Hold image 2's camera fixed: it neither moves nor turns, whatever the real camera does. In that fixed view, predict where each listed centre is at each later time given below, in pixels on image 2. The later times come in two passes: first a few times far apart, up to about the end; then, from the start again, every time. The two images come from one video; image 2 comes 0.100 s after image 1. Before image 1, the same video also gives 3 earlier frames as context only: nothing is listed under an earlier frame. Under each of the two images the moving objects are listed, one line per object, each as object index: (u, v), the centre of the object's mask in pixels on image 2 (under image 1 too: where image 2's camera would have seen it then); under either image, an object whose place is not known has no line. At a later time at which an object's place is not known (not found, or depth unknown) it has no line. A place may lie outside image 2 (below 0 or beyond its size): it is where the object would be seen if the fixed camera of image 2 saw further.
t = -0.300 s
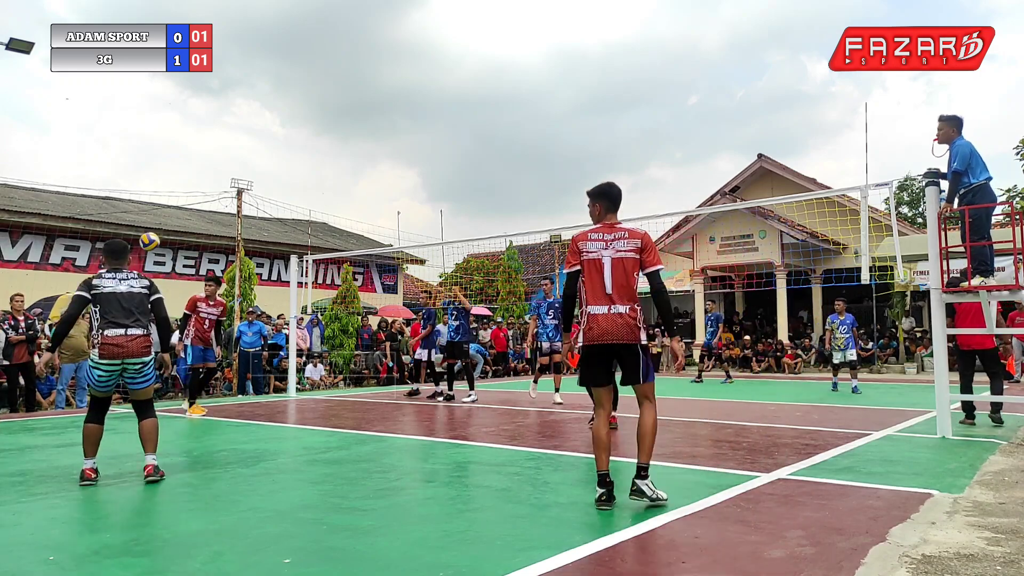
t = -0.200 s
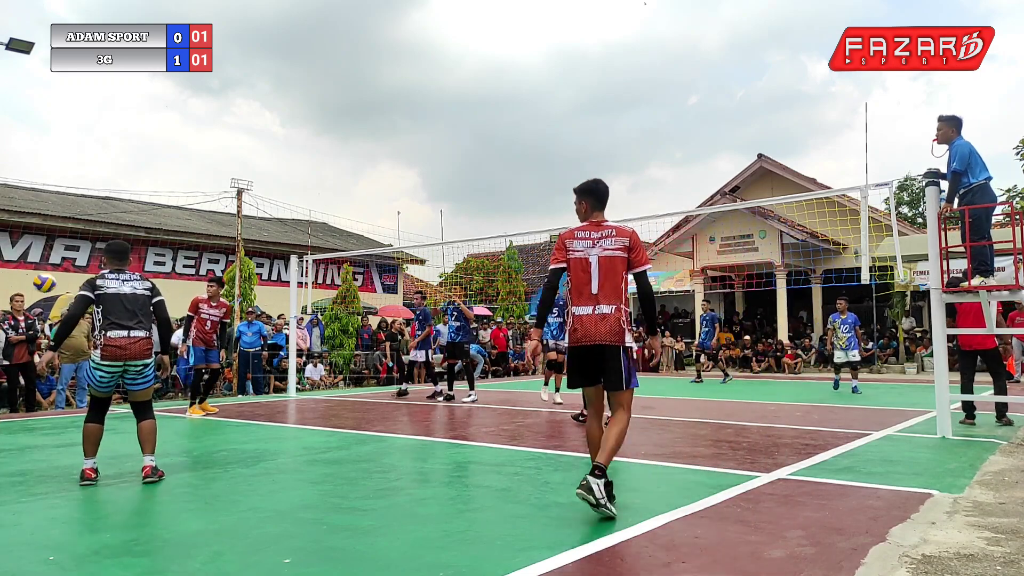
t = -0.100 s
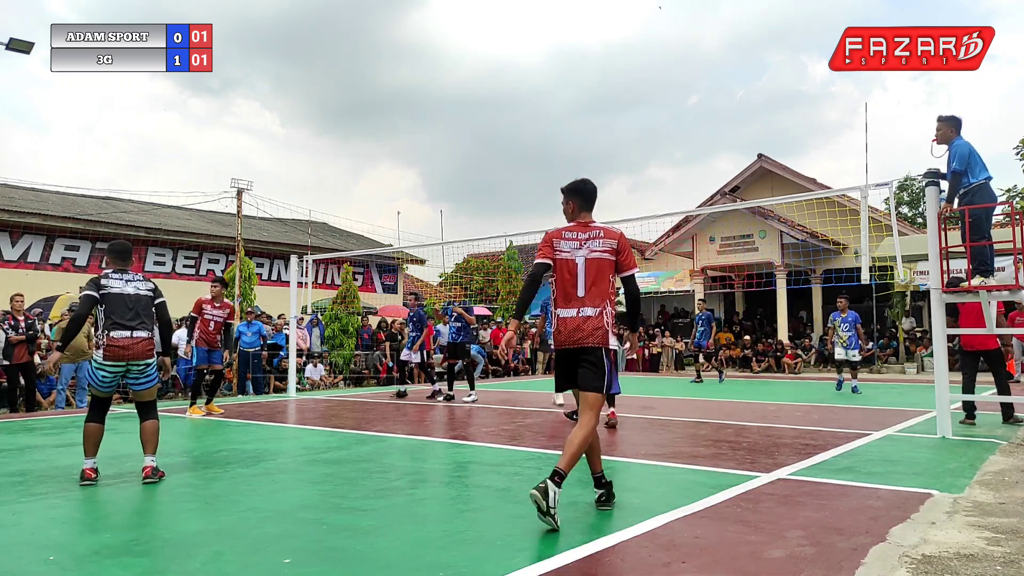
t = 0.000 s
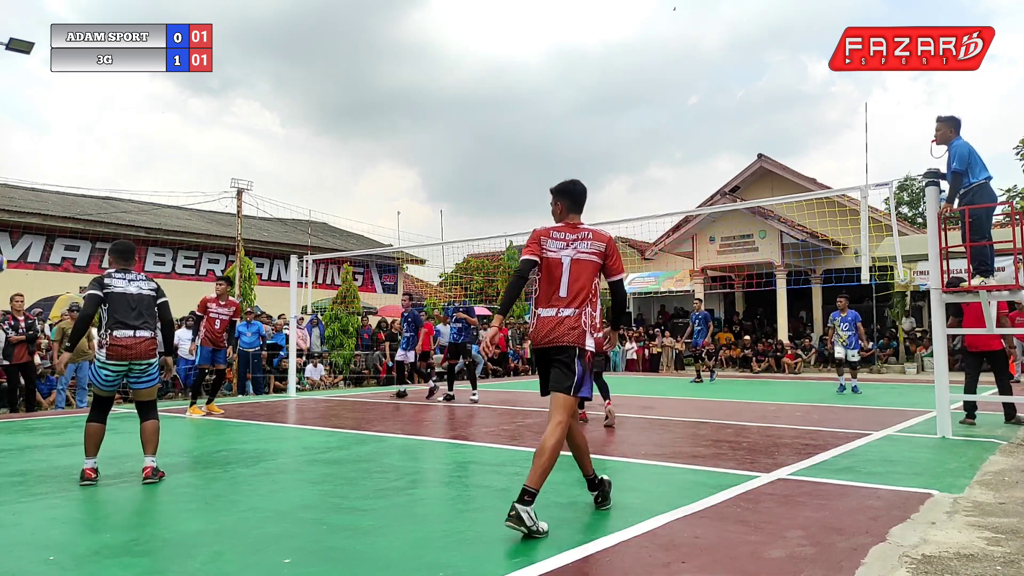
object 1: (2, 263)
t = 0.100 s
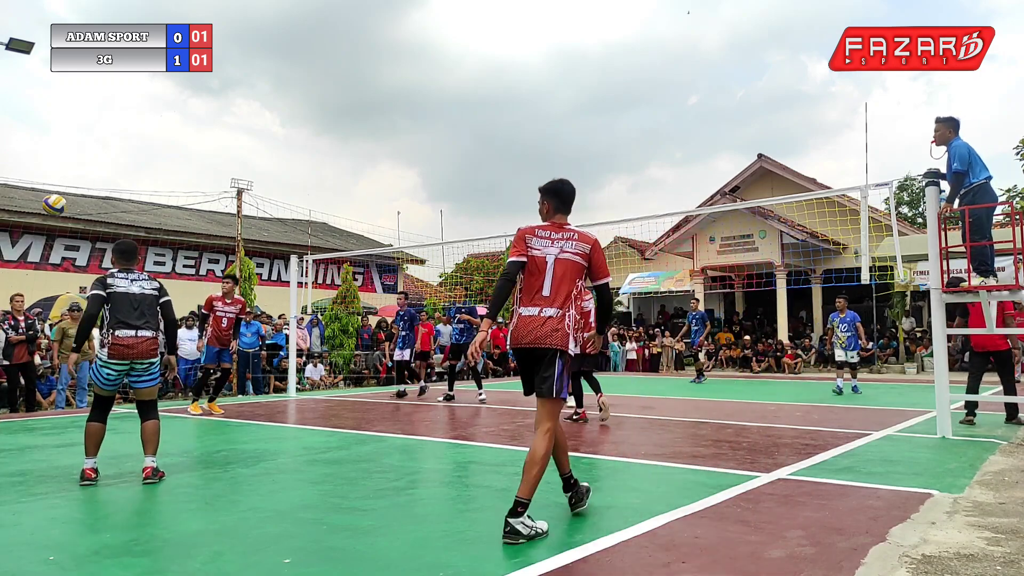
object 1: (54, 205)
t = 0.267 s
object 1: (145, 137)
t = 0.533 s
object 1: (268, 89)
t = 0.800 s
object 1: (377, 106)
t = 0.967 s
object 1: (433, 142)
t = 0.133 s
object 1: (74, 188)
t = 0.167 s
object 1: (92, 174)
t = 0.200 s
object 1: (110, 160)
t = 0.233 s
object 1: (128, 147)
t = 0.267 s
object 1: (145, 137)
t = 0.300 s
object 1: (162, 127)
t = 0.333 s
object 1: (179, 118)
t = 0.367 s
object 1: (195, 110)
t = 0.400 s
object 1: (210, 104)
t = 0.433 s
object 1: (225, 99)
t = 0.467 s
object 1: (240, 94)
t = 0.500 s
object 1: (254, 91)
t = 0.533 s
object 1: (268, 89)
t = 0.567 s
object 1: (282, 88)
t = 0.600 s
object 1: (296, 87)
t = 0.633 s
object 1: (309, 88)
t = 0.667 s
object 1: (322, 89)
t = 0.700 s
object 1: (335, 91)
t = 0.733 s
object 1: (347, 94)
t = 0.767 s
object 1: (359, 98)
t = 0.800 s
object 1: (377, 106)
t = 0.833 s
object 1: (389, 111)
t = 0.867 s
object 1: (400, 118)
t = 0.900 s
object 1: (411, 125)
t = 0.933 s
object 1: (422, 133)
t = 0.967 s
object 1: (433, 142)
